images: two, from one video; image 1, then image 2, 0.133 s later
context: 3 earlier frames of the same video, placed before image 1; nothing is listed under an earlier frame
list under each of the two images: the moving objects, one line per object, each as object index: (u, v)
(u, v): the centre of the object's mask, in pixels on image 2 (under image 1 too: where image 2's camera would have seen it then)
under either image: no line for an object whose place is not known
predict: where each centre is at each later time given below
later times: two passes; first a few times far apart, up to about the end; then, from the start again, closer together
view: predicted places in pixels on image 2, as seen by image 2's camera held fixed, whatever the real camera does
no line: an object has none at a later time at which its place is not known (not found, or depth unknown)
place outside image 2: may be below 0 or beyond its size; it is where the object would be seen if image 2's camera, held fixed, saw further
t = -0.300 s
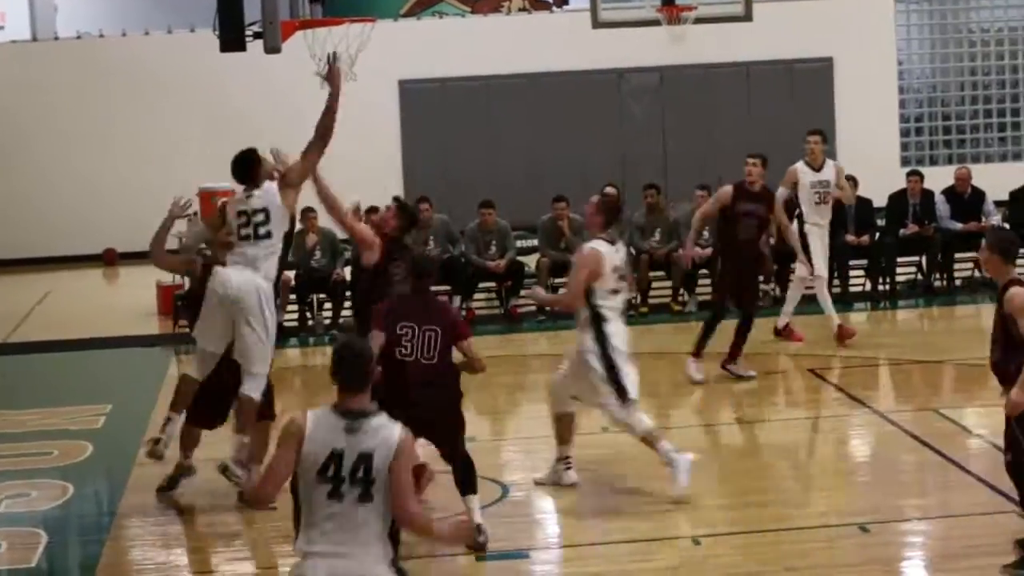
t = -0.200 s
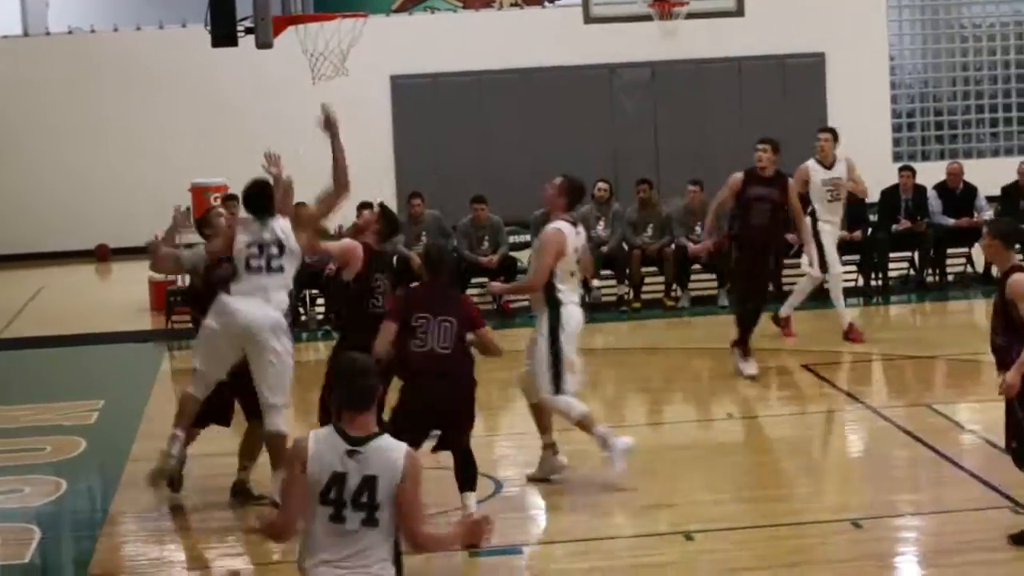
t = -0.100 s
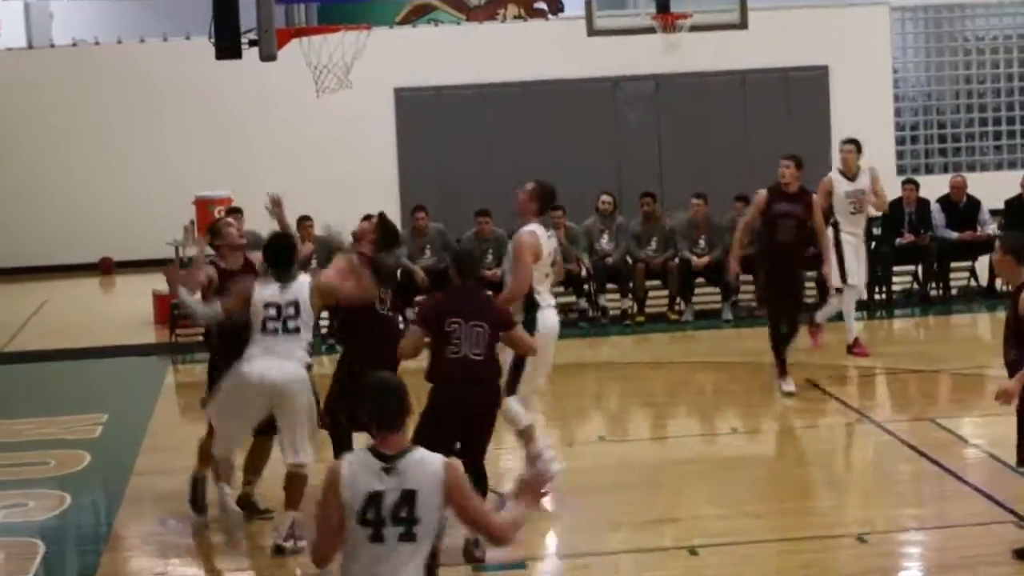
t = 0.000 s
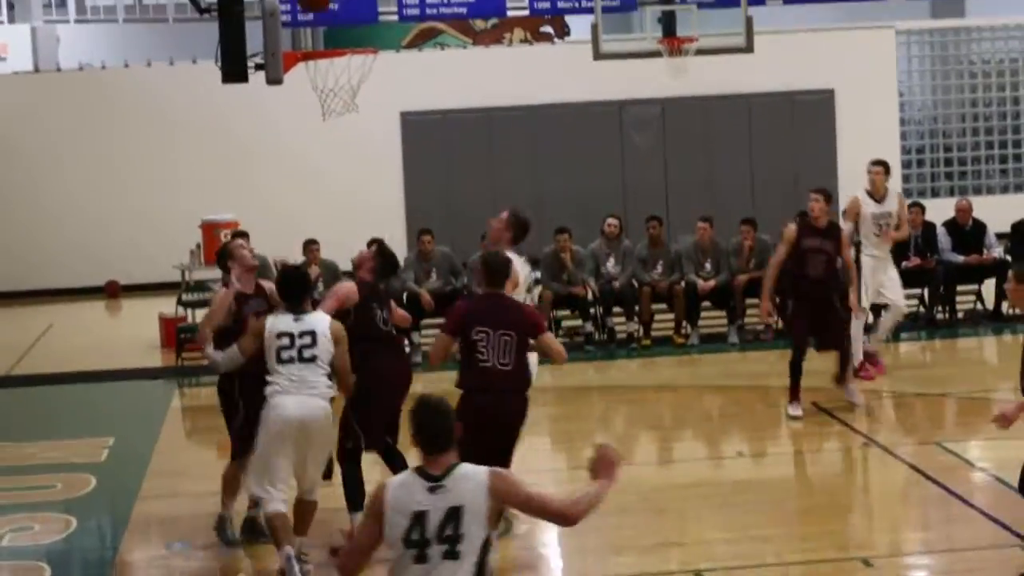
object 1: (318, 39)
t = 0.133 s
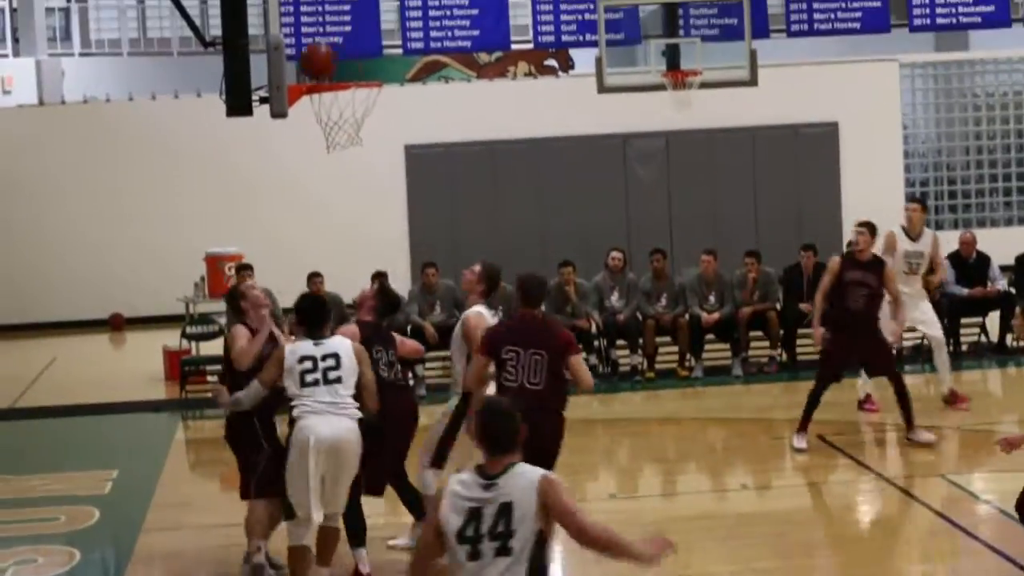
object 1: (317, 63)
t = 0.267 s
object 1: (351, 69)
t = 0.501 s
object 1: (337, 67)
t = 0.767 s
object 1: (335, 78)
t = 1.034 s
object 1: (343, 147)
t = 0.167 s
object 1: (320, 69)
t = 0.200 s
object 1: (331, 68)
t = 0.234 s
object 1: (342, 68)
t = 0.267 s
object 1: (351, 69)
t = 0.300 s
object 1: (362, 74)
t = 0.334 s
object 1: (361, 69)
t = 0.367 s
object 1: (356, 66)
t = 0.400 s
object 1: (352, 65)
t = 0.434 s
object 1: (347, 65)
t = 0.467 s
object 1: (342, 66)
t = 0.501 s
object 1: (337, 67)
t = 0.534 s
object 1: (338, 67)
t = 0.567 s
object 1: (336, 64)
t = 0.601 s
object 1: (336, 63)
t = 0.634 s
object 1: (336, 63)
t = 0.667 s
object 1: (336, 63)
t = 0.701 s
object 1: (335, 66)
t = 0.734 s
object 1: (336, 69)
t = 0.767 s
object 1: (335, 78)
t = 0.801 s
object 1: (336, 88)
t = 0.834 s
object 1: (336, 99)
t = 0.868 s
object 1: (336, 111)
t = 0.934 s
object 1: (338, 128)
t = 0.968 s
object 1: (340, 133)
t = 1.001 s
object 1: (341, 139)
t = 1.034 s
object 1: (343, 147)
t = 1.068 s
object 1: (345, 157)
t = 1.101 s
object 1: (347, 167)
